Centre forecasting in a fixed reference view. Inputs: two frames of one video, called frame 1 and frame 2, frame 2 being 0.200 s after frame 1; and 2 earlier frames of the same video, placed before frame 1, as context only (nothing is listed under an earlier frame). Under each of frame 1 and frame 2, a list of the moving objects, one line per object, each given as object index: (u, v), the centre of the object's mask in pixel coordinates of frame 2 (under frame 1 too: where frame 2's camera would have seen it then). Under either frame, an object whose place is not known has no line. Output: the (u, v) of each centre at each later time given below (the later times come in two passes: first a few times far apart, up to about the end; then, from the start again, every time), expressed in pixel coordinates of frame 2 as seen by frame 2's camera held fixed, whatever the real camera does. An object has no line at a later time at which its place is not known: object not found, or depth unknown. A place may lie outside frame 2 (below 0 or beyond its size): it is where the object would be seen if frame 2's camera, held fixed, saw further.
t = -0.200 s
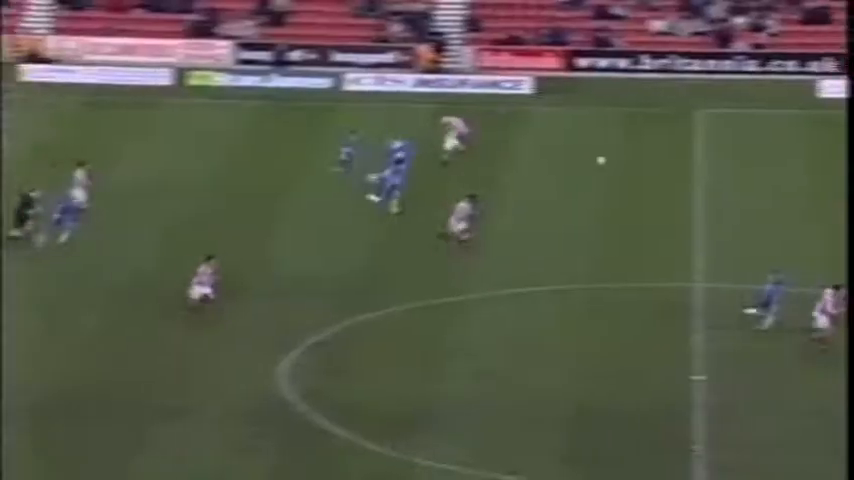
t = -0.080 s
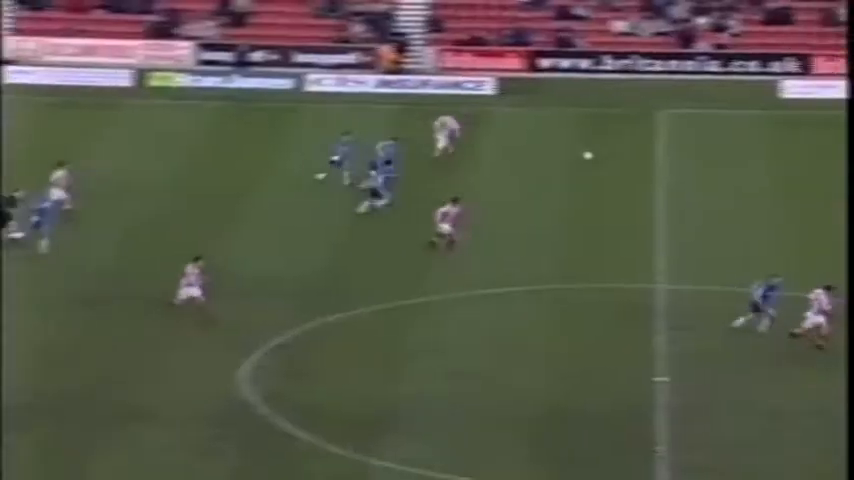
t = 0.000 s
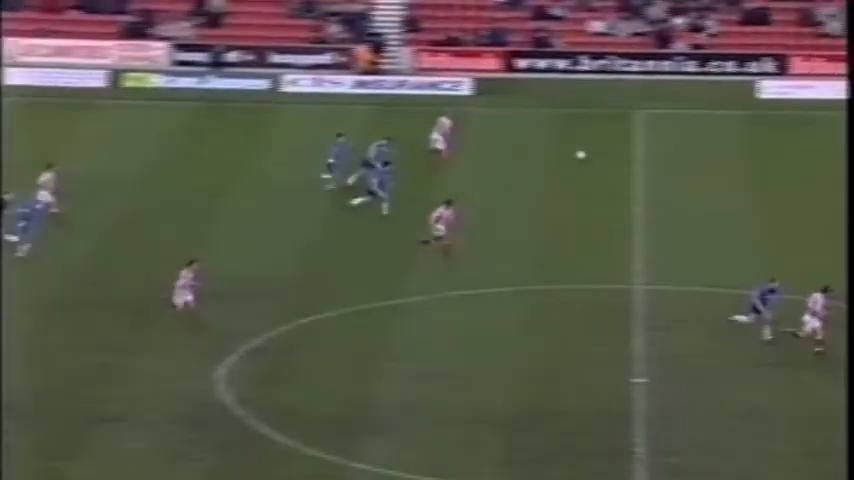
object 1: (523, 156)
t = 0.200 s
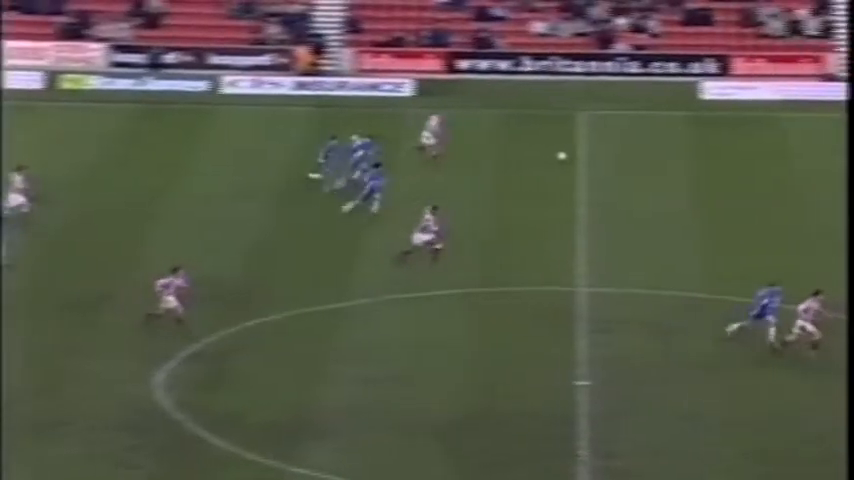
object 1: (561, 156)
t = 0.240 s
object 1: (568, 155)
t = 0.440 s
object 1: (605, 154)
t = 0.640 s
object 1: (640, 151)
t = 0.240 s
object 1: (568, 155)
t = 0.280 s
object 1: (576, 154)
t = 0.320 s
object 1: (583, 154)
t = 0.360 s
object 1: (590, 154)
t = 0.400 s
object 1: (598, 154)
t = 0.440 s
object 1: (605, 154)
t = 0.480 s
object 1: (612, 154)
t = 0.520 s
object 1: (620, 154)
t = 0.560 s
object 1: (626, 153)
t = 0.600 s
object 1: (633, 151)
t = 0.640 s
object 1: (640, 151)
